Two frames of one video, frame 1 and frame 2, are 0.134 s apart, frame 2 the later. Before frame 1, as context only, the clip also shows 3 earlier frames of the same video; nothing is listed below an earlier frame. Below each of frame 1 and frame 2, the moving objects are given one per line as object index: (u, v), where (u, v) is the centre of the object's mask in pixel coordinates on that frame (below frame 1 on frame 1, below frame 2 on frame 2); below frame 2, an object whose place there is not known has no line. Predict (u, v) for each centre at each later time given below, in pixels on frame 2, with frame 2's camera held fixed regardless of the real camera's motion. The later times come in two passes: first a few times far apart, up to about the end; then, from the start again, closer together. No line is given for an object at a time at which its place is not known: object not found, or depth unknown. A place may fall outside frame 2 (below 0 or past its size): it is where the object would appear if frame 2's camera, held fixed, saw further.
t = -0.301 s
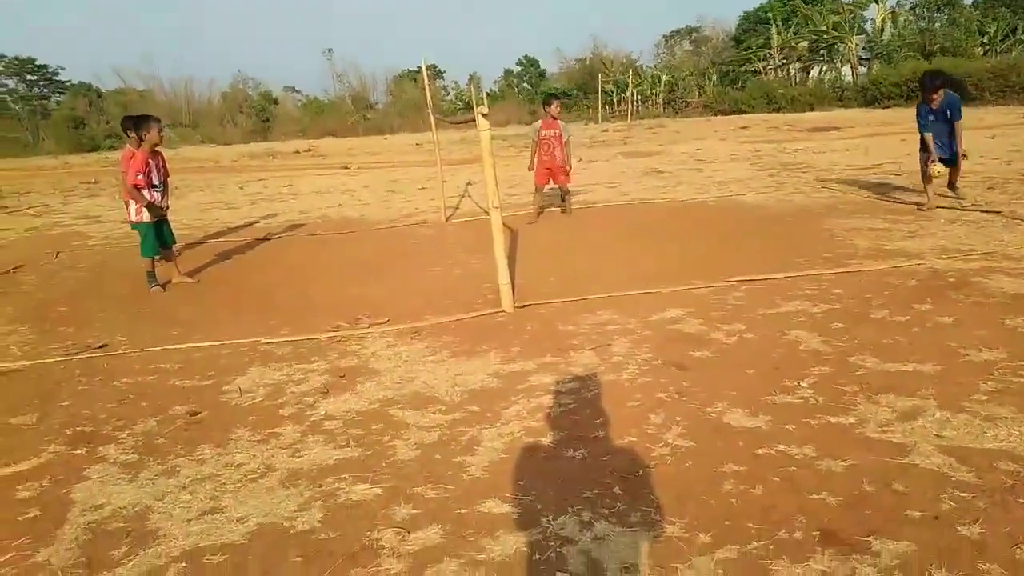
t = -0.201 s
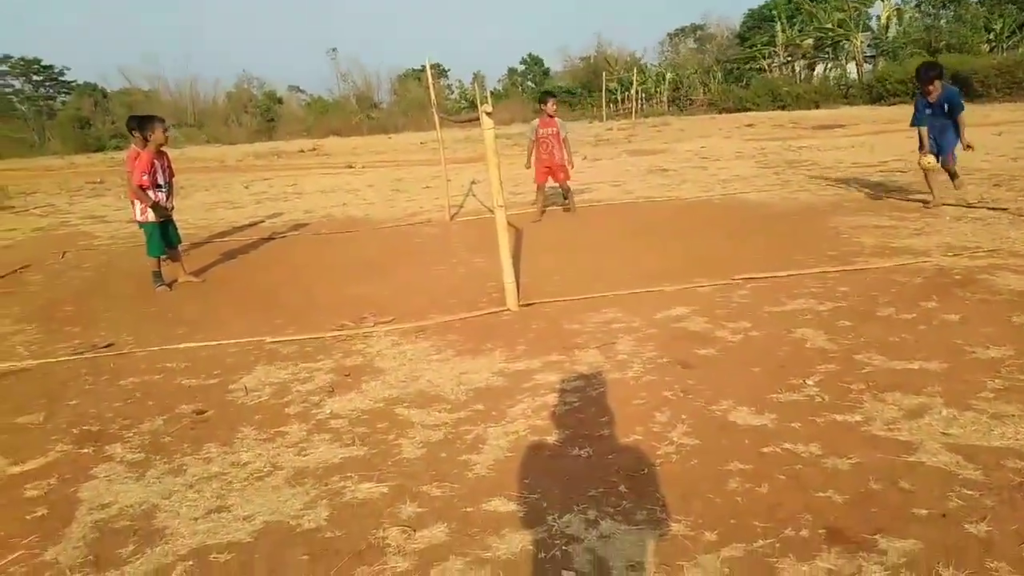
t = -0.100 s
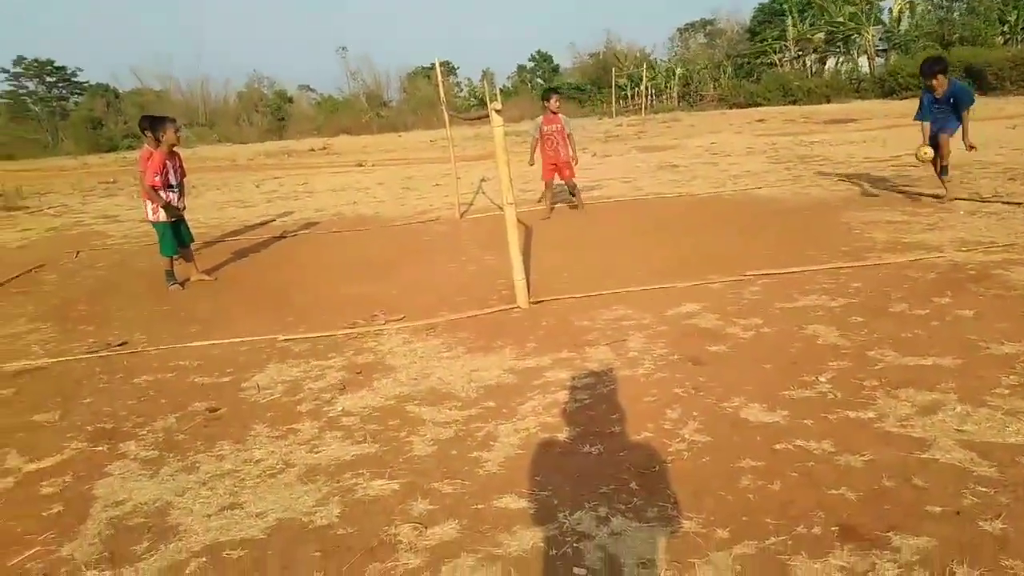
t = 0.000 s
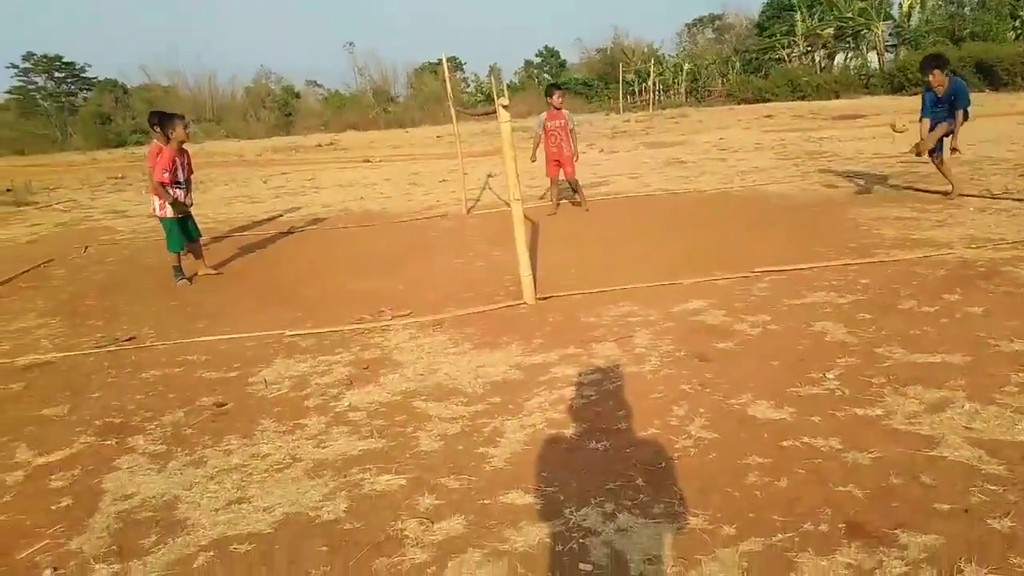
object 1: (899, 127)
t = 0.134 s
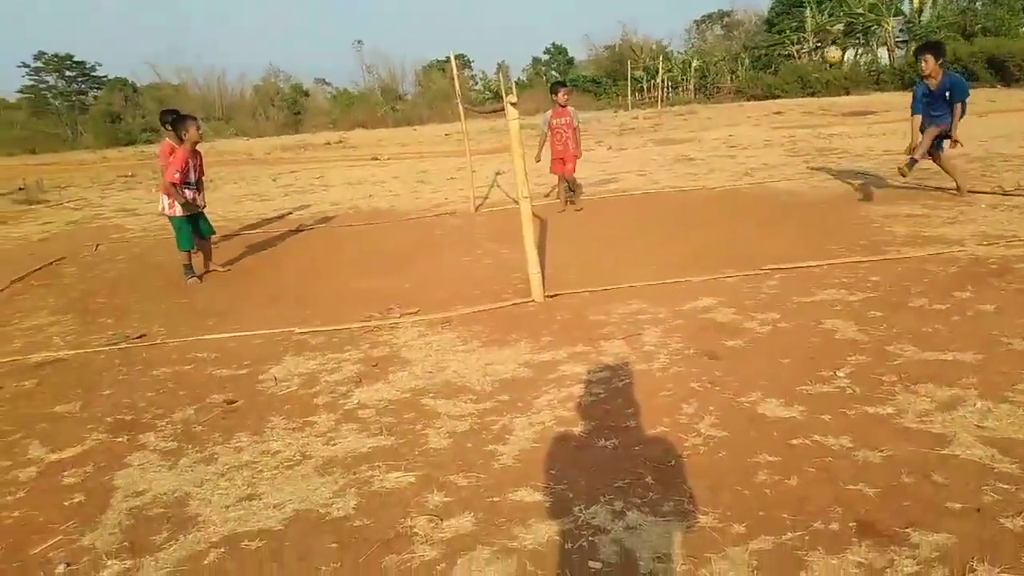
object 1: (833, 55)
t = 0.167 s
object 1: (813, 41)
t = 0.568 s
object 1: (565, 1)
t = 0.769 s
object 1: (454, 55)
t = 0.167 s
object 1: (813, 41)
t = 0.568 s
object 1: (565, 1)
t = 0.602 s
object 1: (546, 5)
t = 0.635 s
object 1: (527, 14)
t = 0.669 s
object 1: (507, 22)
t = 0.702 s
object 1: (489, 32)
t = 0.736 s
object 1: (471, 44)
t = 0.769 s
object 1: (454, 55)
